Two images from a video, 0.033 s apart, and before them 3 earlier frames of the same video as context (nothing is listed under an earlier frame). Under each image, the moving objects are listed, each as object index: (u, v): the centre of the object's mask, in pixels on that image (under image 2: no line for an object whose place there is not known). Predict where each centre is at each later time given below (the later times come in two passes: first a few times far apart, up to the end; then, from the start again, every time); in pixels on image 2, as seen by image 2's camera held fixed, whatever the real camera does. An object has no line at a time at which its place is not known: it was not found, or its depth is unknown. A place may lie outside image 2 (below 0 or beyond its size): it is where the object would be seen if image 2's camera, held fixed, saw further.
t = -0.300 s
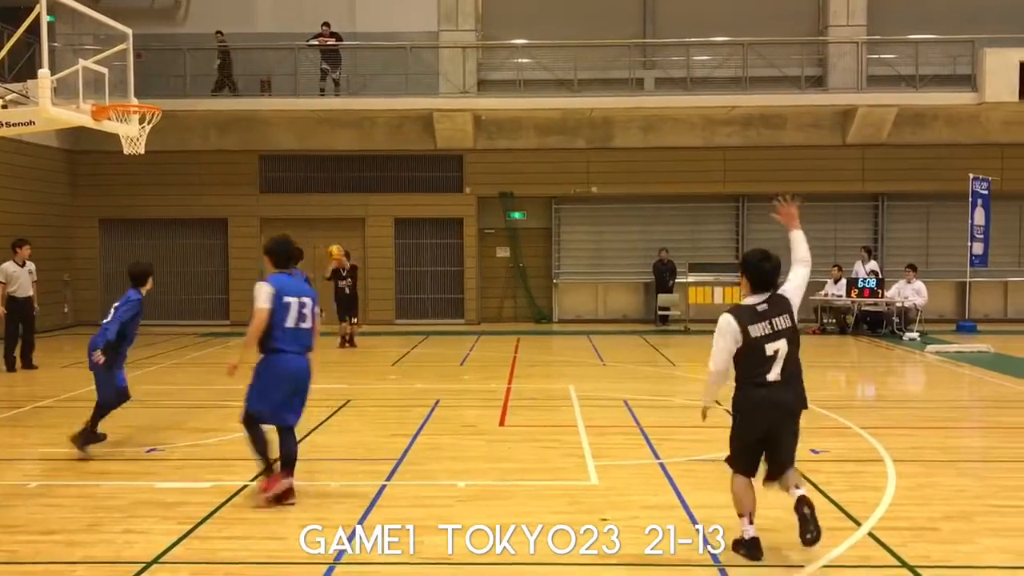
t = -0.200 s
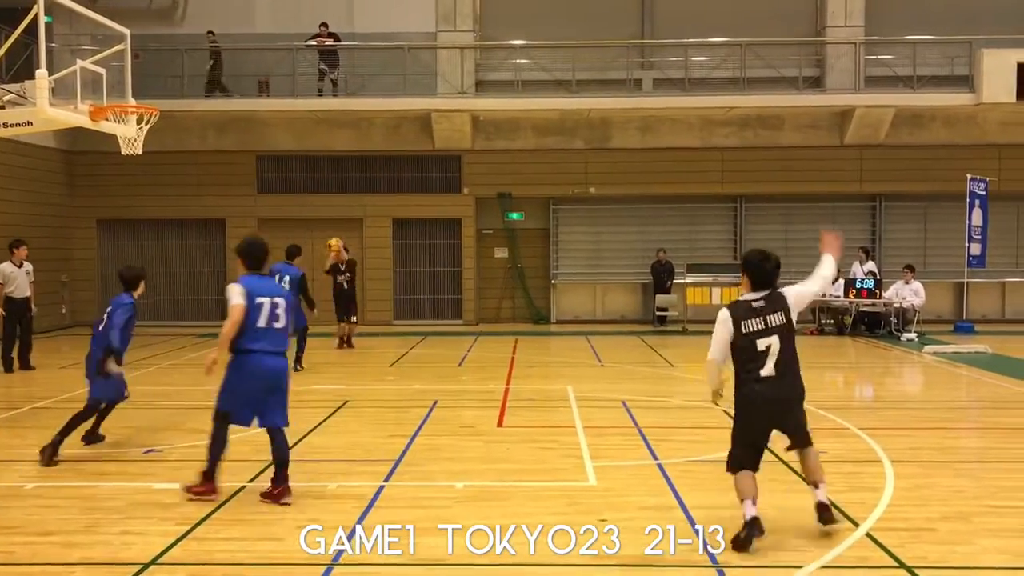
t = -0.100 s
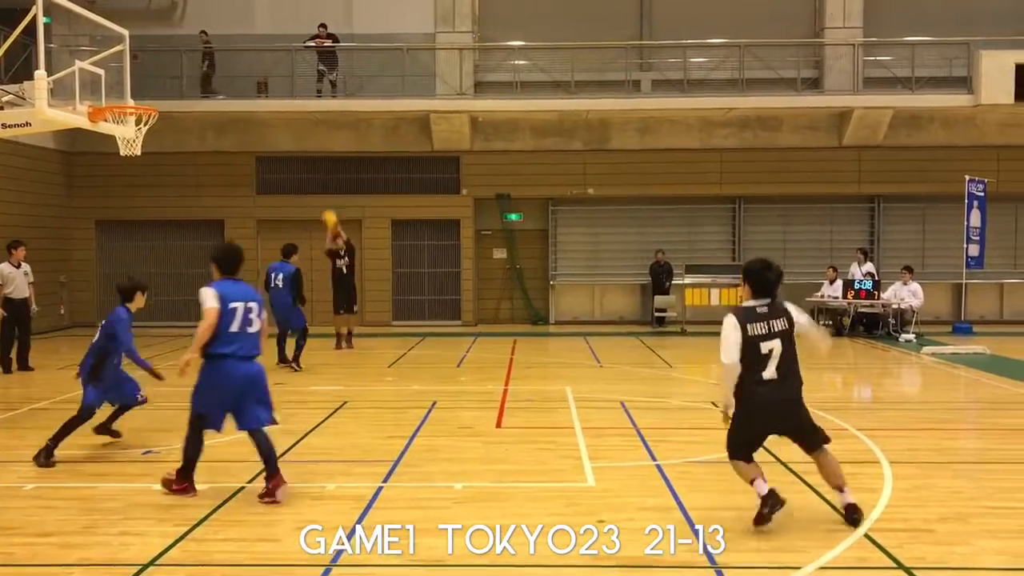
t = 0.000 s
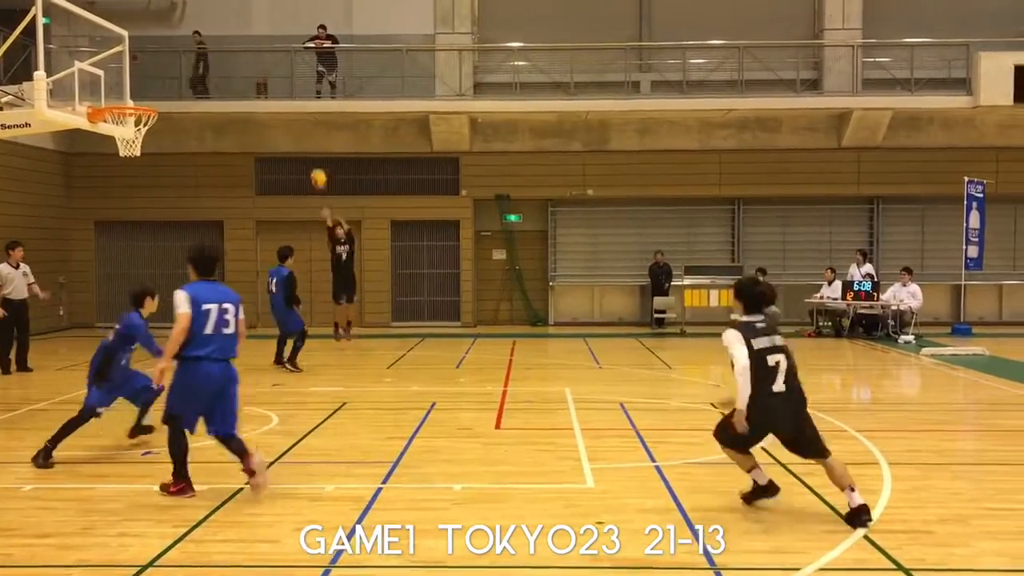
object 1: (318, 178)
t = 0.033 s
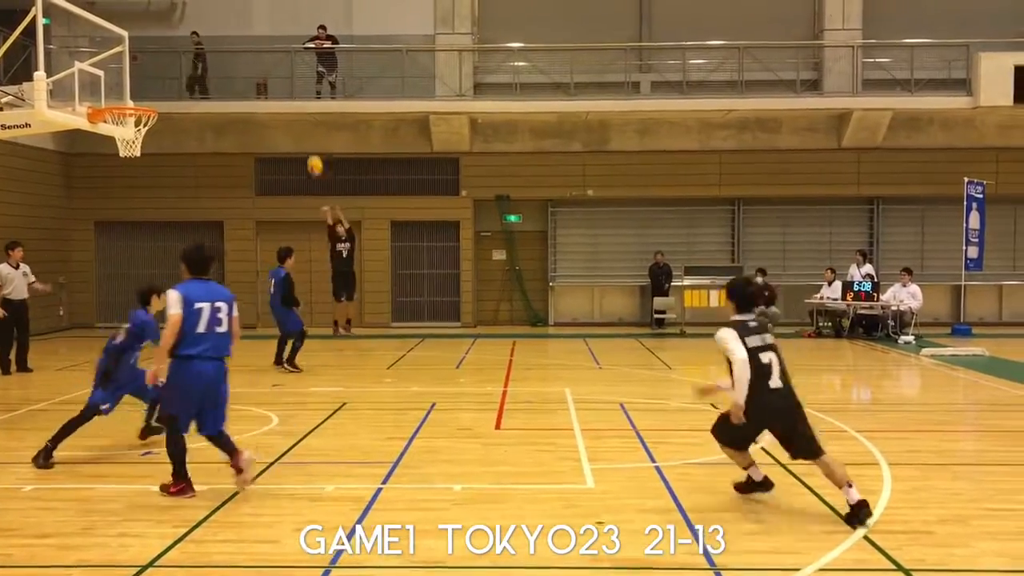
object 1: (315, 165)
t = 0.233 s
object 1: (290, 93)
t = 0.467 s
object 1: (258, 35)
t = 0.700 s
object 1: (222, 8)
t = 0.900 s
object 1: (184, 20)
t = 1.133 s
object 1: (136, 88)
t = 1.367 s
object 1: (141, 122)
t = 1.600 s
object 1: (135, 140)
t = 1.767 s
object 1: (132, 180)
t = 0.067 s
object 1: (311, 152)
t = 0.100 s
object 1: (307, 139)
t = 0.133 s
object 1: (303, 127)
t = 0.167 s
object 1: (299, 117)
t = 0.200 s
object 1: (294, 105)
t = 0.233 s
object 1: (290, 93)
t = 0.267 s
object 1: (285, 83)
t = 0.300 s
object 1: (281, 74)
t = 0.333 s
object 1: (277, 65)
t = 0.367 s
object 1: (273, 56)
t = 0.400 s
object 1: (268, 49)
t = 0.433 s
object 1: (264, 41)
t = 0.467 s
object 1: (258, 35)
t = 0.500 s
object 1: (253, 28)
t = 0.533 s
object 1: (250, 23)
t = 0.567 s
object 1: (244, 19)
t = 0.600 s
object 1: (240, 17)
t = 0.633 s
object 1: (233, 13)
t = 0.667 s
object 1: (227, 11)
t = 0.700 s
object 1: (222, 8)
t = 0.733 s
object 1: (216, 7)
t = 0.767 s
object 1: (210, 8)
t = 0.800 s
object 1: (204, 9)
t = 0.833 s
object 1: (197, 11)
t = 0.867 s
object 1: (191, 15)
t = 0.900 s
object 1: (184, 20)
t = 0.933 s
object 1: (178, 26)
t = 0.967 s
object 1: (171, 32)
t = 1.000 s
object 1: (165, 41)
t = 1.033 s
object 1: (157, 51)
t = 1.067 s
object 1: (149, 62)
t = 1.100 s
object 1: (142, 75)
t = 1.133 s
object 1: (136, 88)
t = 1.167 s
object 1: (127, 99)
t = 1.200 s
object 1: (127, 109)
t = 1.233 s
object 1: (131, 118)
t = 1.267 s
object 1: (132, 119)
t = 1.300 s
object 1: (137, 122)
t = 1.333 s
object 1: (140, 122)
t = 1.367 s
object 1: (141, 122)
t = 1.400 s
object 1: (140, 122)
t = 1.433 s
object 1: (140, 122)
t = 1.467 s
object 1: (139, 123)
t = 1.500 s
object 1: (138, 124)
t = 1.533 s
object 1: (137, 132)
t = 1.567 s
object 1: (136, 135)
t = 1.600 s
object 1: (135, 140)
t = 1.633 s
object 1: (134, 145)
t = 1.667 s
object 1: (132, 152)
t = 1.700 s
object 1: (133, 161)
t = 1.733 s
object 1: (132, 170)
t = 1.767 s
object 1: (132, 180)
